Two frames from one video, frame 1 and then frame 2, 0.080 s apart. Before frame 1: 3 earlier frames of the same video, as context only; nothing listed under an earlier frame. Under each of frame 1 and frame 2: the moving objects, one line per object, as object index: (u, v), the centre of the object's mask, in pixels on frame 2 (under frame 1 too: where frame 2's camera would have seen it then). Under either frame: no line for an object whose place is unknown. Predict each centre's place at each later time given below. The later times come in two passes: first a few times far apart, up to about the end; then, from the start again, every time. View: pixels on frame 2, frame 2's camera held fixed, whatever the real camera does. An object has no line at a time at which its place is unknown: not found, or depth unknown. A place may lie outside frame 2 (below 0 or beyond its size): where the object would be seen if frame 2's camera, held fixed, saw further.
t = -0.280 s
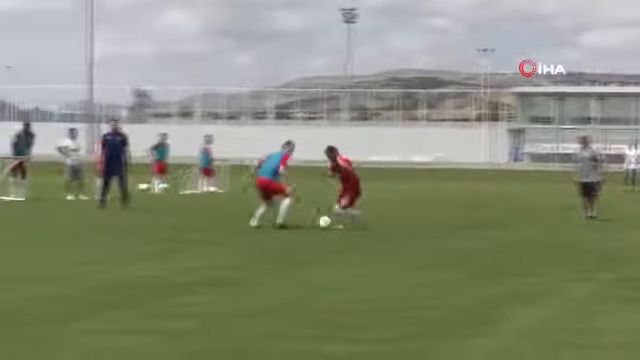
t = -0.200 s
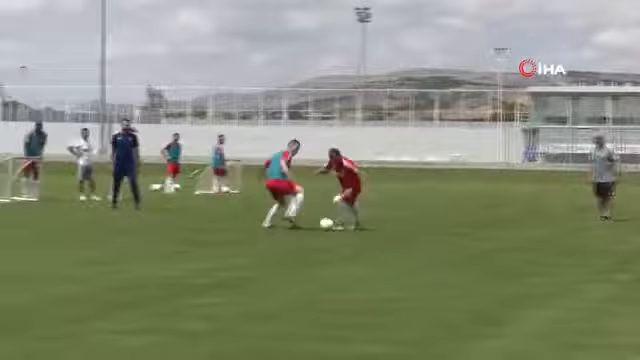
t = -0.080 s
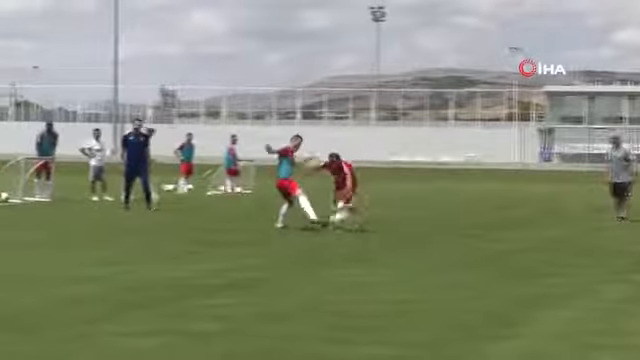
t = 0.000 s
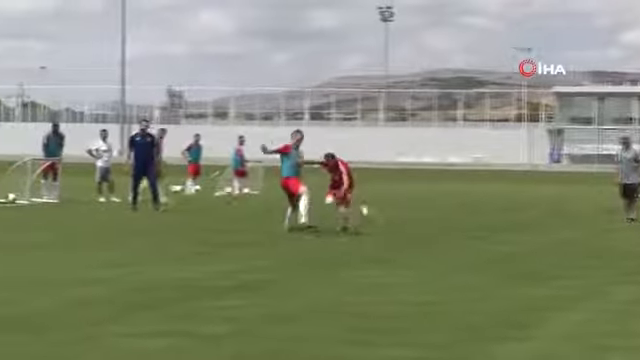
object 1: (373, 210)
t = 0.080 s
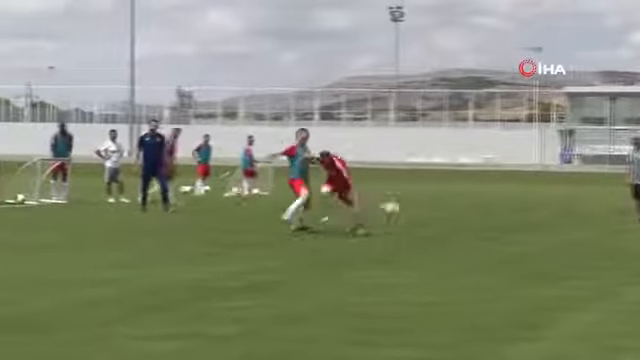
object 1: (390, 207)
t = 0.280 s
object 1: (427, 216)
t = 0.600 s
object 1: (463, 222)
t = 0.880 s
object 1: (492, 224)
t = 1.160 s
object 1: (517, 221)
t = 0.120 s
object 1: (397, 207)
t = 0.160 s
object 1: (405, 209)
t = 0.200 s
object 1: (413, 210)
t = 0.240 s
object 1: (420, 213)
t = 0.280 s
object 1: (427, 216)
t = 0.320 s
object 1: (436, 222)
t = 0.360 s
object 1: (442, 224)
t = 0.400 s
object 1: (447, 222)
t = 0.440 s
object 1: (451, 220)
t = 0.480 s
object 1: (453, 220)
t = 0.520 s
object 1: (456, 220)
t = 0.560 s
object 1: (460, 220)
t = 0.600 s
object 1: (463, 222)
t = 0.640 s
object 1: (468, 225)
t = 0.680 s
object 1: (473, 223)
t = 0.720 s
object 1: (476, 221)
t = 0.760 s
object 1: (481, 221)
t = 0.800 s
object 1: (484, 221)
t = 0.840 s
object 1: (488, 223)
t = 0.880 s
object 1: (492, 224)
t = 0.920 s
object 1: (496, 222)
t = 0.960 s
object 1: (499, 221)
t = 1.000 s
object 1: (502, 221)
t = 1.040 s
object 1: (506, 221)
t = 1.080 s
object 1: (510, 221)
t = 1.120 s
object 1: (514, 221)
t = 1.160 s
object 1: (517, 221)
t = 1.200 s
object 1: (521, 222)
